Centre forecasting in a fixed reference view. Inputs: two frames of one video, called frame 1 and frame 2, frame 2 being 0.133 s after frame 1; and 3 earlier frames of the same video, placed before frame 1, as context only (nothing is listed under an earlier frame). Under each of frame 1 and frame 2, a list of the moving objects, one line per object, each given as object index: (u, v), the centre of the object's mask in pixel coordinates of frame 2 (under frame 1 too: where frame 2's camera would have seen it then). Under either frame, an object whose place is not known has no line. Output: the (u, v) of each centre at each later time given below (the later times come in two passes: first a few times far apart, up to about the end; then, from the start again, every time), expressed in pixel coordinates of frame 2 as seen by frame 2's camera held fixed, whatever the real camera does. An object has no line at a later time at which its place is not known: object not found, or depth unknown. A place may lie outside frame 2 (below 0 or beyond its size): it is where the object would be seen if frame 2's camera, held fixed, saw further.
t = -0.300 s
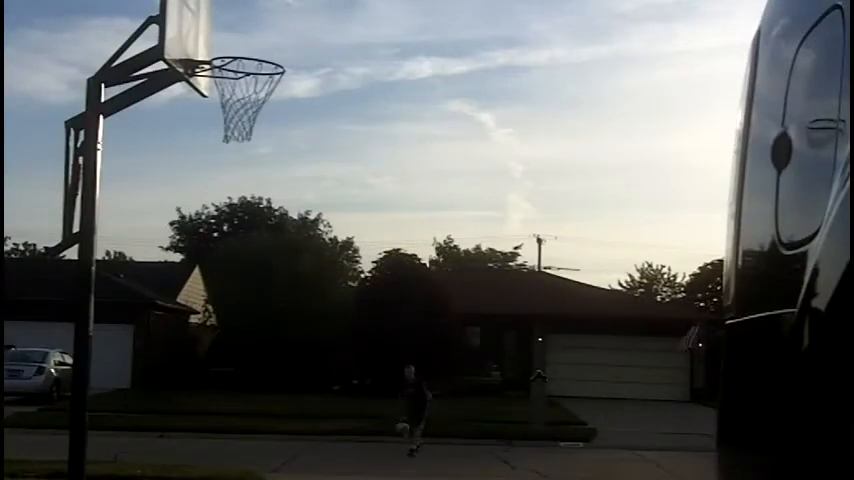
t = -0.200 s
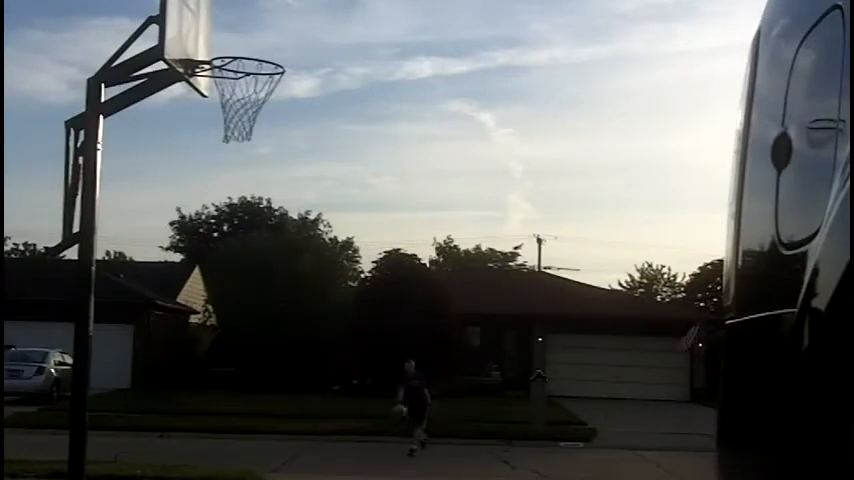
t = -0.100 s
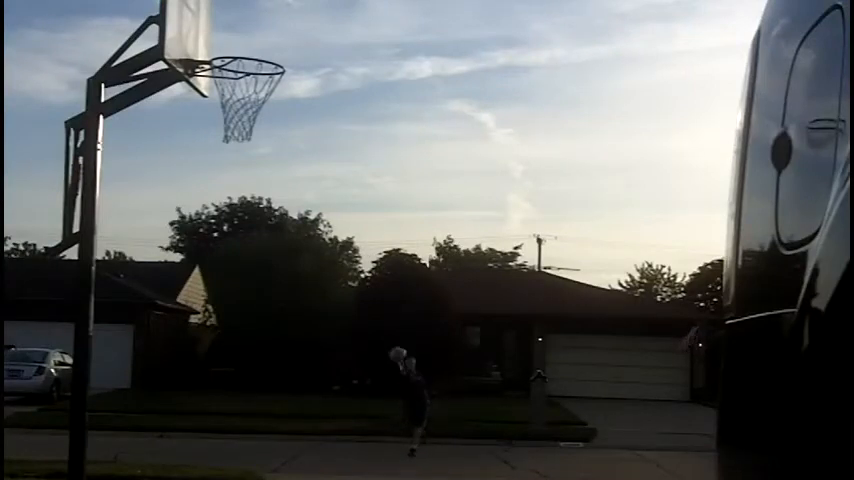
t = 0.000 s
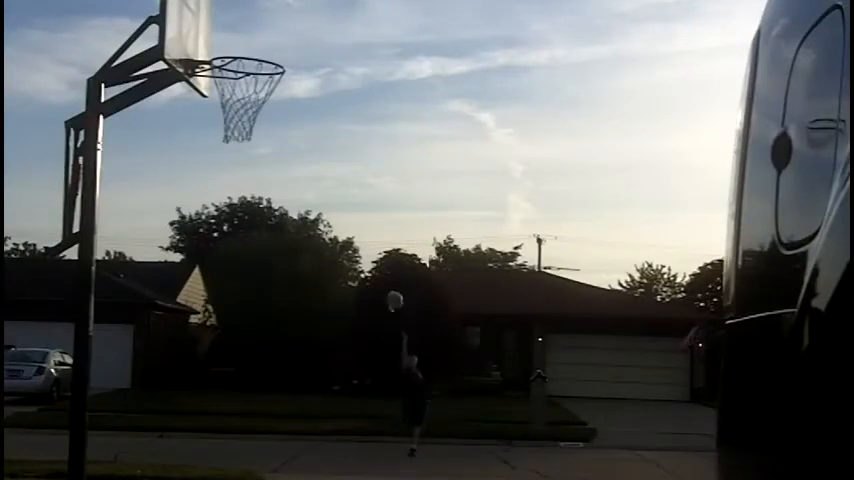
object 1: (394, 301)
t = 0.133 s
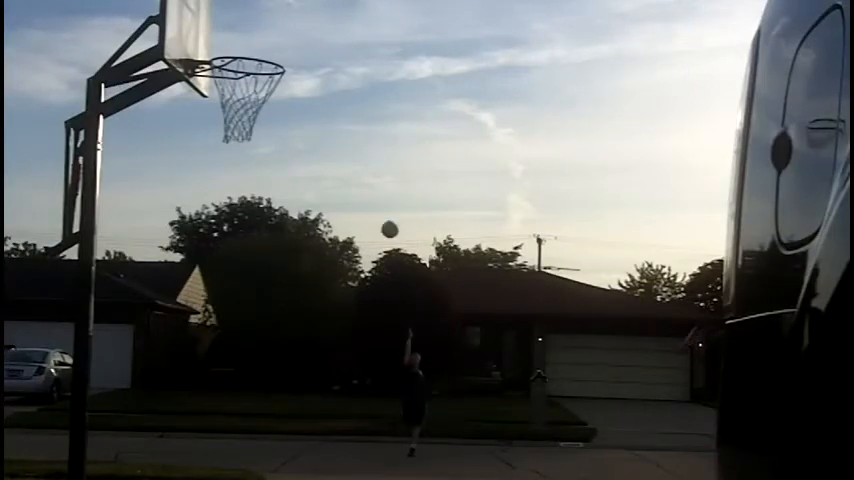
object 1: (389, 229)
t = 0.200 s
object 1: (387, 198)
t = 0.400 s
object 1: (378, 111)
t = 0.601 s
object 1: (365, 36)
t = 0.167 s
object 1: (387, 213)
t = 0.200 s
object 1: (387, 198)
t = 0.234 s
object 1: (385, 182)
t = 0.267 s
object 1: (384, 166)
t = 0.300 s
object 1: (383, 152)
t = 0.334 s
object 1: (382, 138)
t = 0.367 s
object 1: (379, 125)
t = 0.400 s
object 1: (378, 111)
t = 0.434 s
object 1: (376, 98)
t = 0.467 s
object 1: (375, 85)
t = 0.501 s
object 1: (373, 72)
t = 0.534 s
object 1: (371, 60)
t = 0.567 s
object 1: (368, 47)
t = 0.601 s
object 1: (365, 36)
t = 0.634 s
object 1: (363, 26)
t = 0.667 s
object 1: (362, 18)
